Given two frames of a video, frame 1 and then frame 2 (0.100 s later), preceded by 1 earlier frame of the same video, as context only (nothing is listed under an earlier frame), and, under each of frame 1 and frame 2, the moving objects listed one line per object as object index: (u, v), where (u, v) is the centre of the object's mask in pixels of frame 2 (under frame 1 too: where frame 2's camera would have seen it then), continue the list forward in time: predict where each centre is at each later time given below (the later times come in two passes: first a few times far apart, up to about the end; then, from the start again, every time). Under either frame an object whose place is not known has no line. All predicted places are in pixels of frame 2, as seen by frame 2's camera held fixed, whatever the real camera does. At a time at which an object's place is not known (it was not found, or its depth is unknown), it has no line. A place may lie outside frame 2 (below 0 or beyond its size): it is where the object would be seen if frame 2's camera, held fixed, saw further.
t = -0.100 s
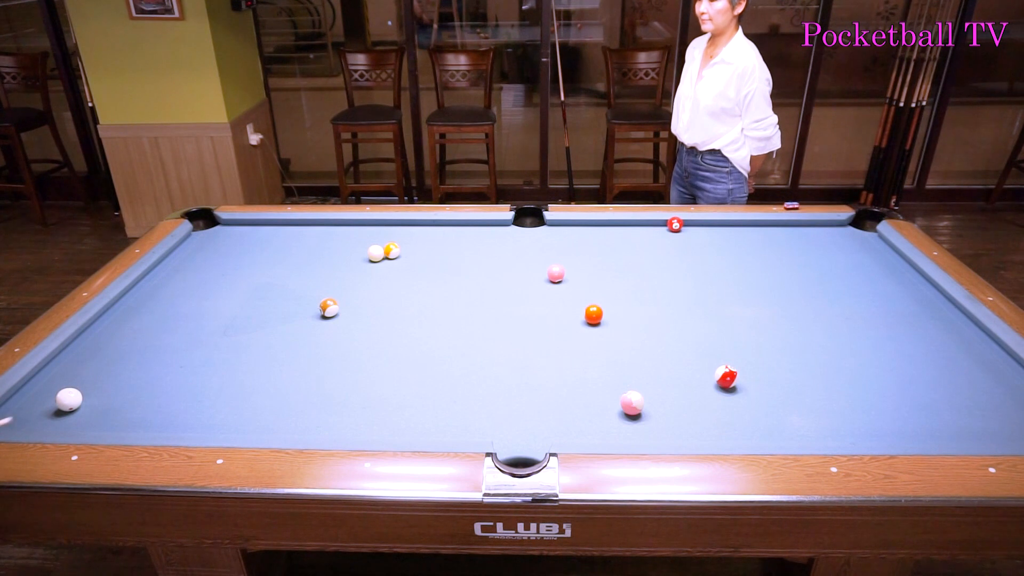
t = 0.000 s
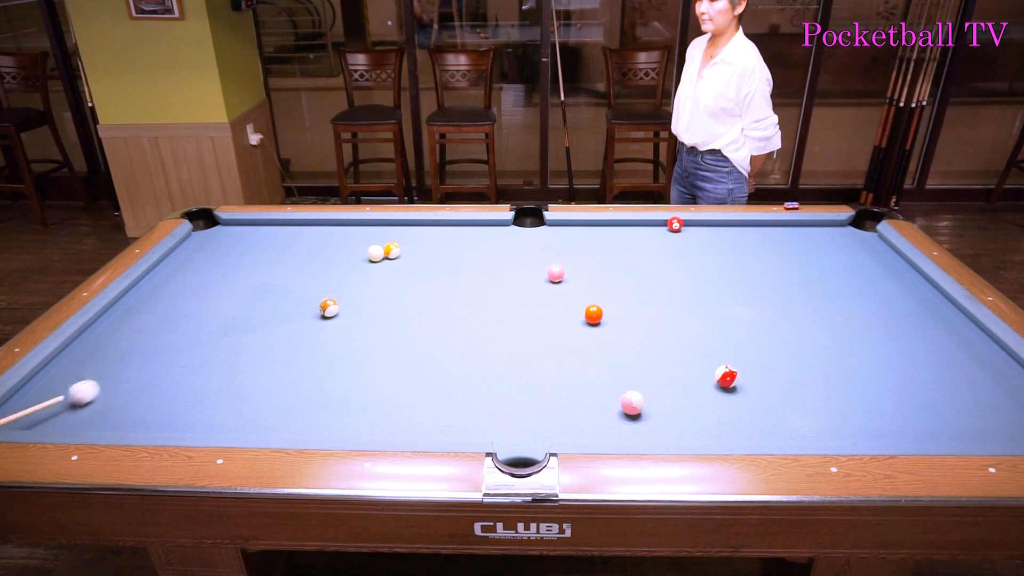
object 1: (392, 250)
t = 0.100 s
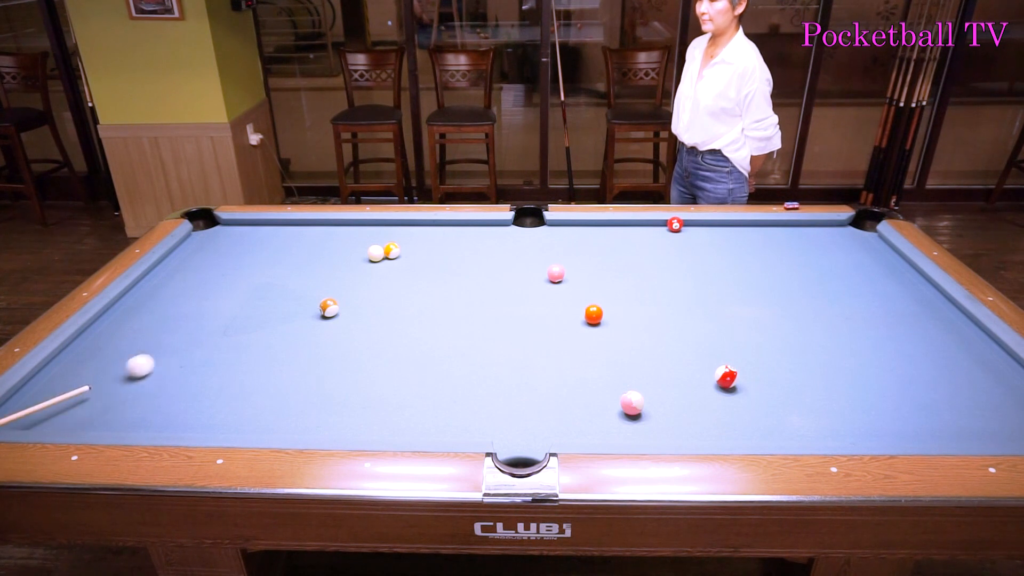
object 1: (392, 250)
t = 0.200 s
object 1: (392, 250)
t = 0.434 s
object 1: (392, 250)
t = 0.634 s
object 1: (392, 250)
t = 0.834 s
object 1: (423, 244)
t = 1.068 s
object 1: (465, 236)
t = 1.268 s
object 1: (497, 229)
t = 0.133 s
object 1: (392, 250)
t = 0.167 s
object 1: (392, 250)
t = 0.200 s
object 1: (392, 250)
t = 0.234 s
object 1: (392, 250)
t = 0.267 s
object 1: (392, 250)
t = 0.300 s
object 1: (392, 250)
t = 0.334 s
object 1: (392, 250)
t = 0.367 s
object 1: (392, 250)
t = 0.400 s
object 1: (392, 250)
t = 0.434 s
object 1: (392, 250)
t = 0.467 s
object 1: (392, 250)
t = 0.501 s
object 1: (392, 250)
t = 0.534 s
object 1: (392, 250)
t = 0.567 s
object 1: (392, 250)
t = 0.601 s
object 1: (392, 250)
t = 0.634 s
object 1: (392, 250)
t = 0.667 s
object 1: (392, 250)
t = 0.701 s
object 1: (392, 250)
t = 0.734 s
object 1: (401, 249)
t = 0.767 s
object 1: (409, 247)
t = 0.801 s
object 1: (417, 246)
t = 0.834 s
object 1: (423, 244)
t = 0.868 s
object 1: (429, 243)
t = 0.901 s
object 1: (436, 242)
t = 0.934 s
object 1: (442, 241)
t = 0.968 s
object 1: (448, 240)
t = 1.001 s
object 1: (454, 238)
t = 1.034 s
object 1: (460, 237)
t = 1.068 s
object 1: (465, 236)
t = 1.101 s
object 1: (471, 235)
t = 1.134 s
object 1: (476, 234)
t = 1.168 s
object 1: (482, 232)
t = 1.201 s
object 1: (487, 231)
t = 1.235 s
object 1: (492, 230)
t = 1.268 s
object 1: (497, 229)
